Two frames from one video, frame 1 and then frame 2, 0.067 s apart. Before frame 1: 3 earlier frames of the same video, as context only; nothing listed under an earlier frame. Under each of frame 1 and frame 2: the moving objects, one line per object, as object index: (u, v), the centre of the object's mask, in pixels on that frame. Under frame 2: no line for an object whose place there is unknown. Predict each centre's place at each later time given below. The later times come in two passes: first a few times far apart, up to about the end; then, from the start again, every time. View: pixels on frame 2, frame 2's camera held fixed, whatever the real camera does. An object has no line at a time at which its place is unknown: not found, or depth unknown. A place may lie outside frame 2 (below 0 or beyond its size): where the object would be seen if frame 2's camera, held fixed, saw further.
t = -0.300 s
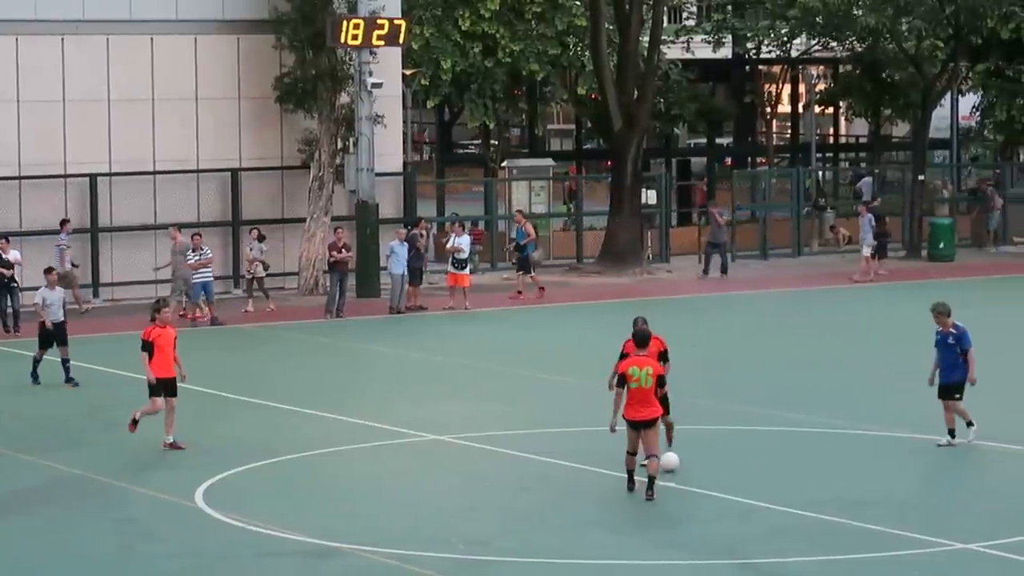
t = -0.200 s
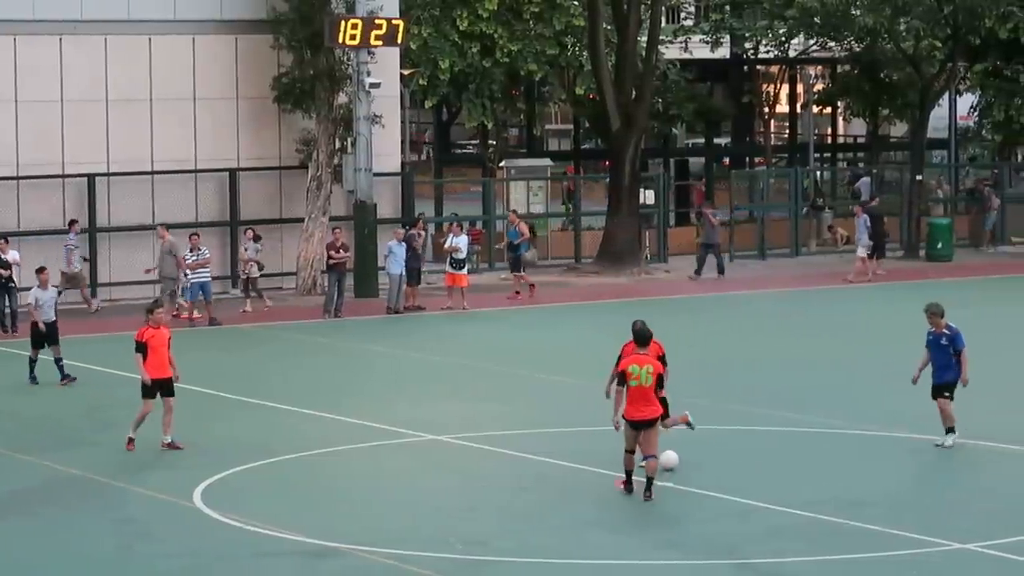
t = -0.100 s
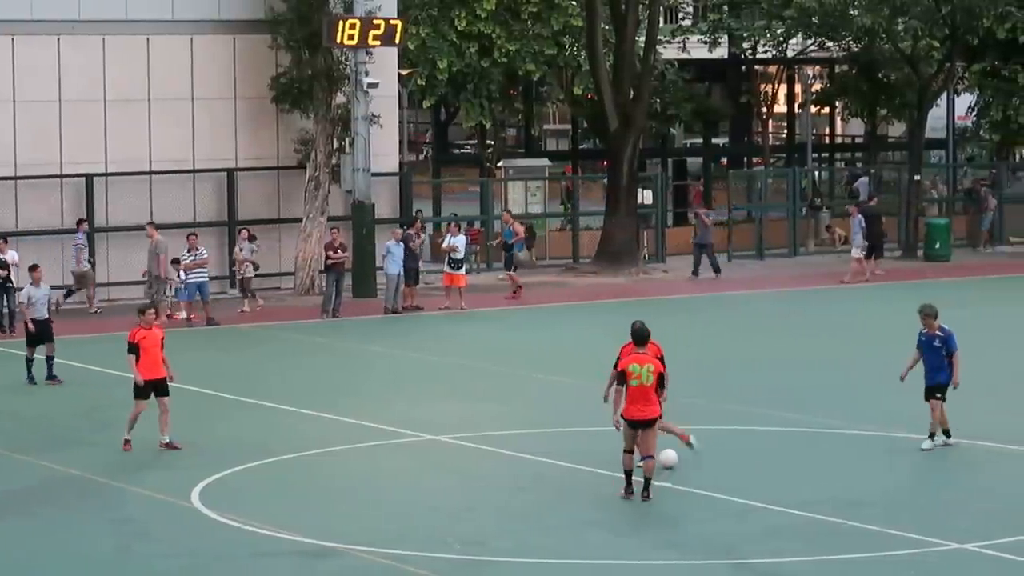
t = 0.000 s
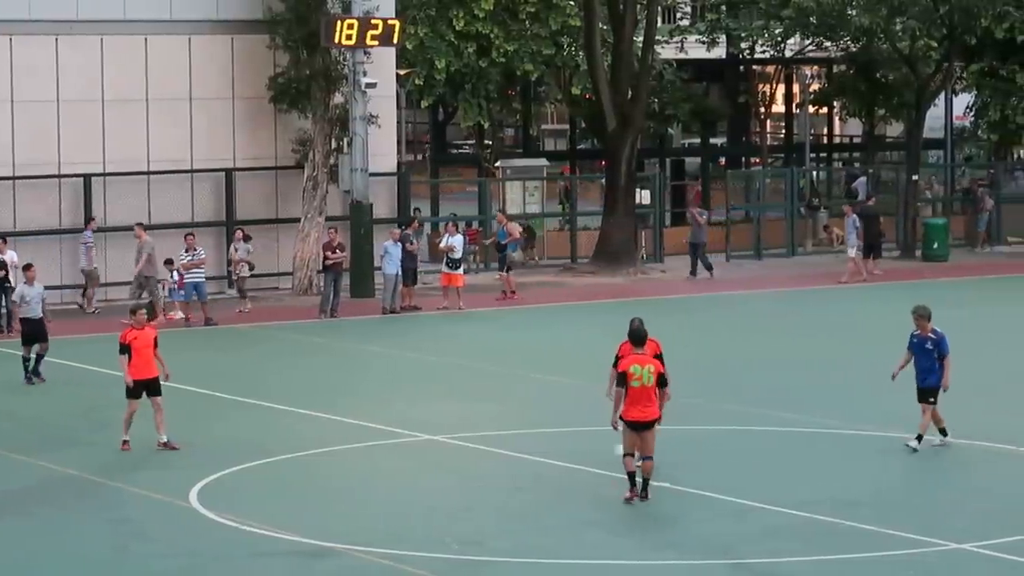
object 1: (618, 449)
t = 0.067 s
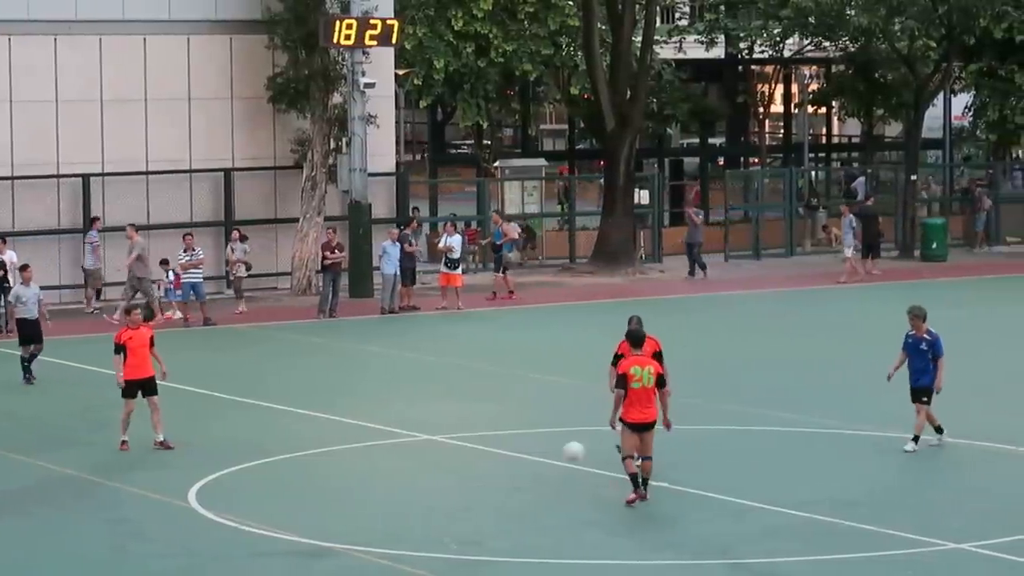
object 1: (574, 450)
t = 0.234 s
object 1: (446, 462)
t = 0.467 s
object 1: (264, 497)
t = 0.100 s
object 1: (549, 451)
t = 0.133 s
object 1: (523, 452)
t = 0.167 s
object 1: (498, 454)
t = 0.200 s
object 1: (473, 457)
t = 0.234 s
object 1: (446, 462)
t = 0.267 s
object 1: (421, 467)
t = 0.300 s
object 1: (394, 473)
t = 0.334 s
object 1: (368, 480)
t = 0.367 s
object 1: (339, 488)
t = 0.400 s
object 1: (313, 499)
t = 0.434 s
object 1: (287, 501)
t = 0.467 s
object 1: (264, 497)
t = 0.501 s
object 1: (241, 496)
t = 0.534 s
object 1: (217, 495)
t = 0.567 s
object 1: (194, 495)
